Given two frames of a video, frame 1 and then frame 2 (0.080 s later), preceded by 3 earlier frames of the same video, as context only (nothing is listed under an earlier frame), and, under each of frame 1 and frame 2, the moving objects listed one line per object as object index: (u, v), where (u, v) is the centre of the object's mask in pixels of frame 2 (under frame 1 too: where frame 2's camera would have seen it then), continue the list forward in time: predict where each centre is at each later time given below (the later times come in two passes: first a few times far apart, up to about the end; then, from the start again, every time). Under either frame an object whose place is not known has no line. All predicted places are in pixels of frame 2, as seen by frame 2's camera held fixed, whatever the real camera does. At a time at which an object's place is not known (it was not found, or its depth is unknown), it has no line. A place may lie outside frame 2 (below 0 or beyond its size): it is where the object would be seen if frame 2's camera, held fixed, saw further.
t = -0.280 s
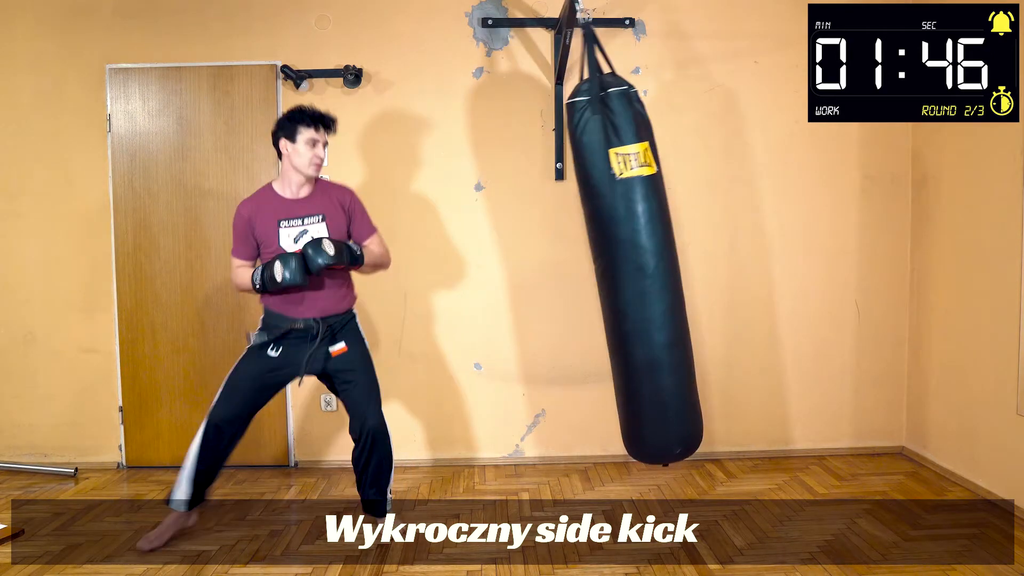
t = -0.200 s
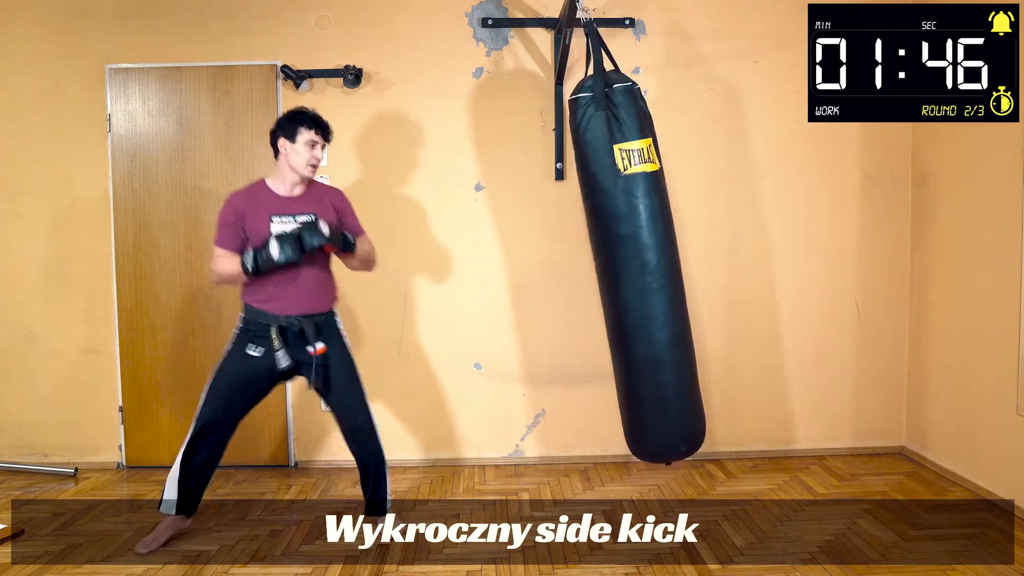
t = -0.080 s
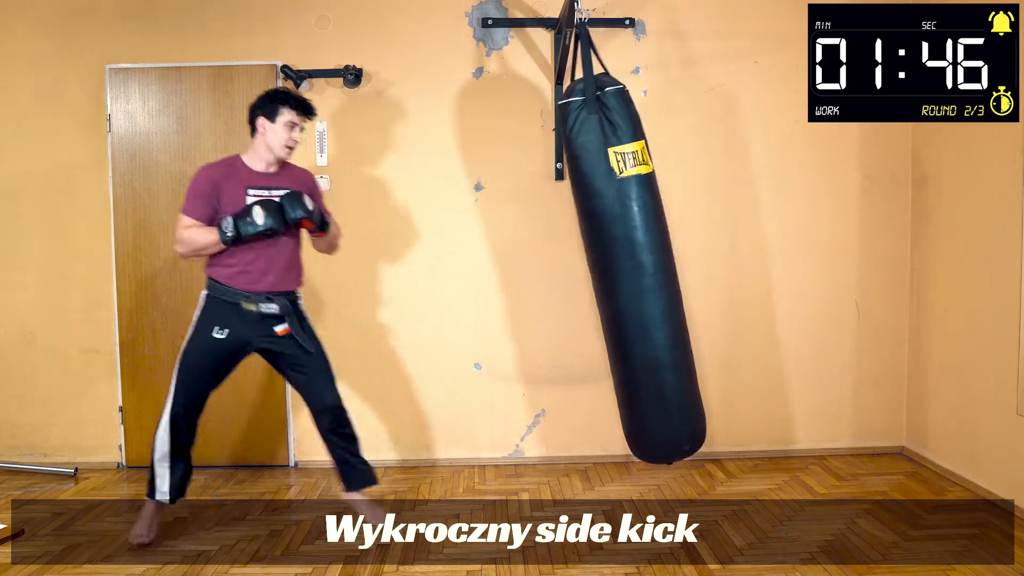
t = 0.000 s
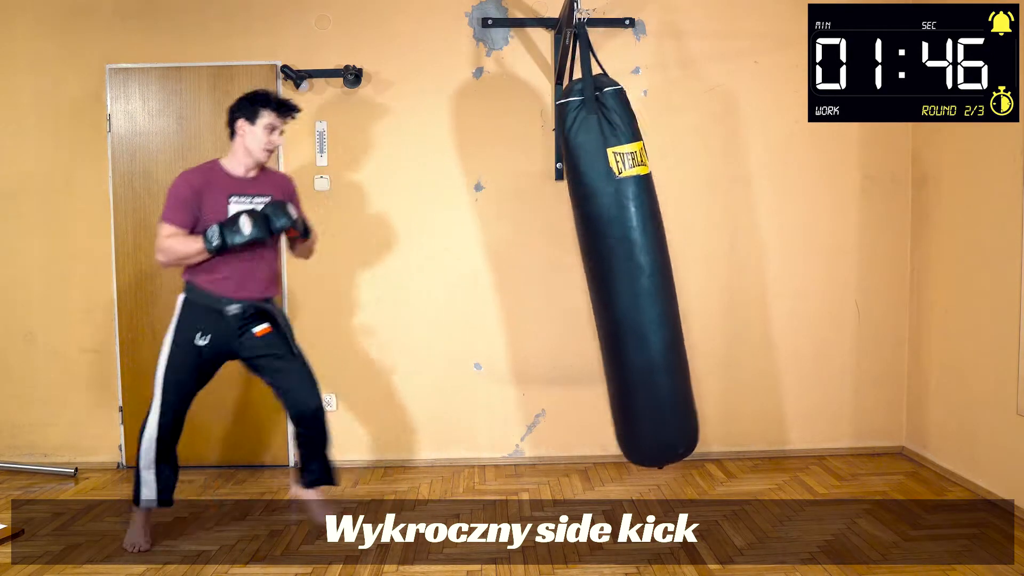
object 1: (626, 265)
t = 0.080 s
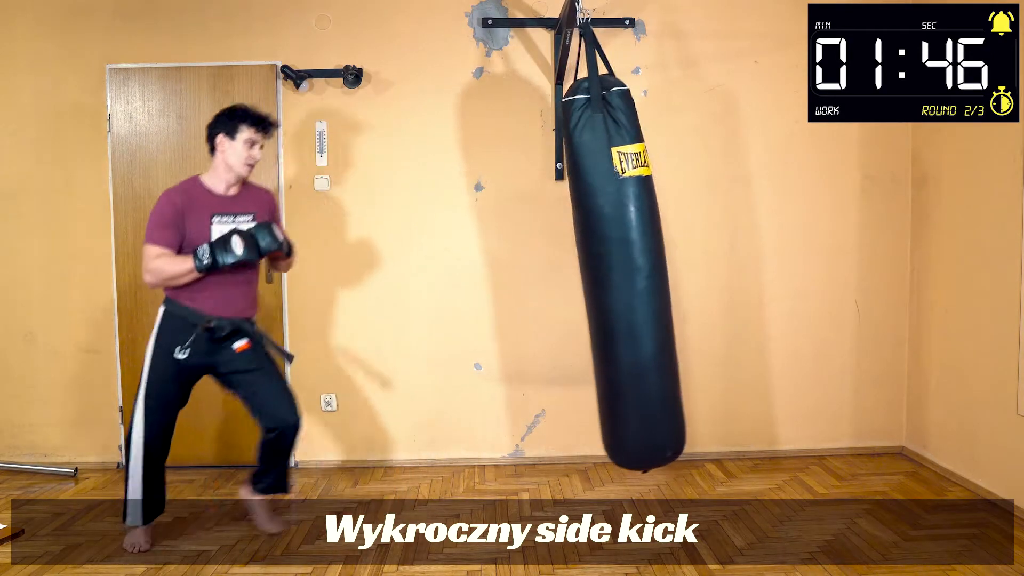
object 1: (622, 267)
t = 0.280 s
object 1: (596, 268)
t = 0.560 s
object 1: (555, 273)
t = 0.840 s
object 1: (523, 273)
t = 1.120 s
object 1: (519, 272)
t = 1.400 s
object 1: (544, 273)
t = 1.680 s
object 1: (584, 273)
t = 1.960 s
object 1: (617, 265)
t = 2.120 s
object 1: (627, 262)
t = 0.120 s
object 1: (619, 270)
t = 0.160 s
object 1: (613, 269)
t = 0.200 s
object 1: (608, 270)
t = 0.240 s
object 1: (601, 267)
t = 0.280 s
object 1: (596, 268)
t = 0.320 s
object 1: (591, 269)
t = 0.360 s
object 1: (586, 270)
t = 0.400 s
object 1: (579, 271)
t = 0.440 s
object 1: (573, 272)
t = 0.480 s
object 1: (567, 273)
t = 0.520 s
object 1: (561, 273)
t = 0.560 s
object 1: (555, 273)
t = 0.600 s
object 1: (550, 273)
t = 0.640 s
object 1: (544, 273)
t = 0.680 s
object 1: (539, 273)
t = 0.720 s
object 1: (534, 274)
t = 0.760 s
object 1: (530, 274)
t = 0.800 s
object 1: (526, 273)
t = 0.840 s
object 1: (523, 273)
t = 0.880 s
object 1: (520, 273)
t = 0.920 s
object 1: (519, 272)
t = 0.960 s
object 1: (517, 271)
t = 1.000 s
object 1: (517, 272)
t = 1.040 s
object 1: (517, 272)
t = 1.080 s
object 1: (517, 271)
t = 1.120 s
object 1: (519, 272)
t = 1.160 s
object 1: (521, 272)
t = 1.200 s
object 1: (523, 272)
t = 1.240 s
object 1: (527, 272)
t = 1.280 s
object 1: (530, 273)
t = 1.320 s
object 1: (534, 273)
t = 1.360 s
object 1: (539, 274)
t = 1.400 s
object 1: (544, 273)
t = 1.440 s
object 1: (549, 274)
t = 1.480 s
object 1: (555, 274)
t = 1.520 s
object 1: (561, 274)
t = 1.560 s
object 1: (566, 272)
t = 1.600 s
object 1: (572, 272)
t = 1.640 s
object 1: (578, 271)
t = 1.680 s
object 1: (584, 273)
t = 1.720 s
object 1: (590, 272)
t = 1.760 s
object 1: (595, 270)
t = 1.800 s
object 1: (600, 269)
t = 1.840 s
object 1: (605, 268)
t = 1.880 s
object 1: (610, 266)
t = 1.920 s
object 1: (614, 265)
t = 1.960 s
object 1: (617, 265)
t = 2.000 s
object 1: (620, 263)
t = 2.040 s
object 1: (624, 264)
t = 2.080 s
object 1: (626, 262)
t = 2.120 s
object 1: (627, 262)
